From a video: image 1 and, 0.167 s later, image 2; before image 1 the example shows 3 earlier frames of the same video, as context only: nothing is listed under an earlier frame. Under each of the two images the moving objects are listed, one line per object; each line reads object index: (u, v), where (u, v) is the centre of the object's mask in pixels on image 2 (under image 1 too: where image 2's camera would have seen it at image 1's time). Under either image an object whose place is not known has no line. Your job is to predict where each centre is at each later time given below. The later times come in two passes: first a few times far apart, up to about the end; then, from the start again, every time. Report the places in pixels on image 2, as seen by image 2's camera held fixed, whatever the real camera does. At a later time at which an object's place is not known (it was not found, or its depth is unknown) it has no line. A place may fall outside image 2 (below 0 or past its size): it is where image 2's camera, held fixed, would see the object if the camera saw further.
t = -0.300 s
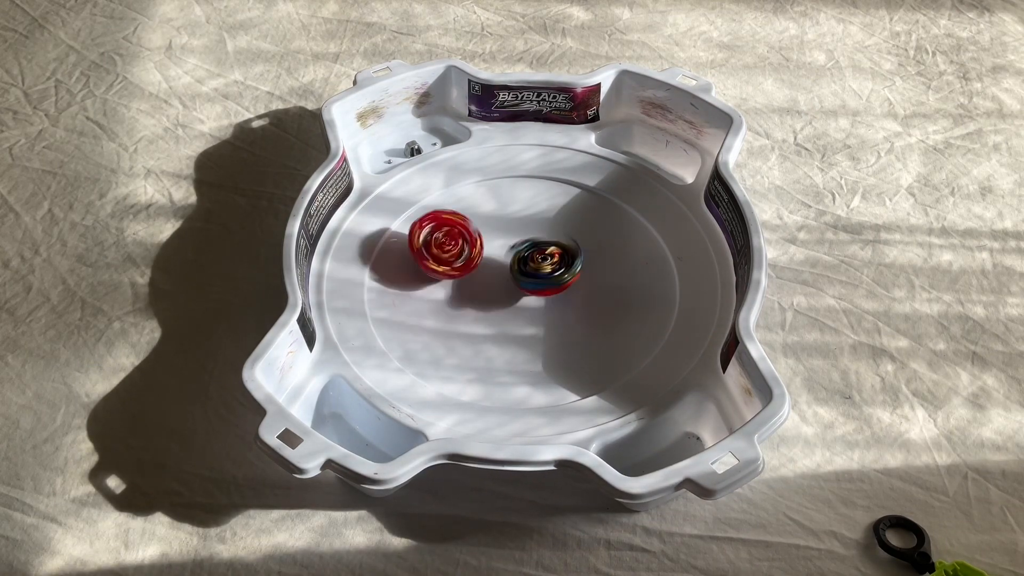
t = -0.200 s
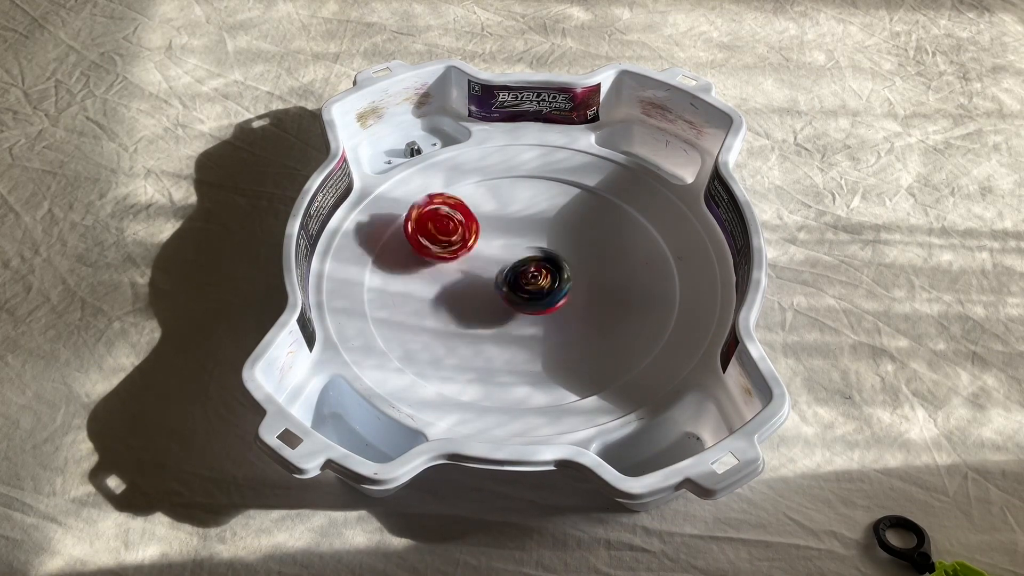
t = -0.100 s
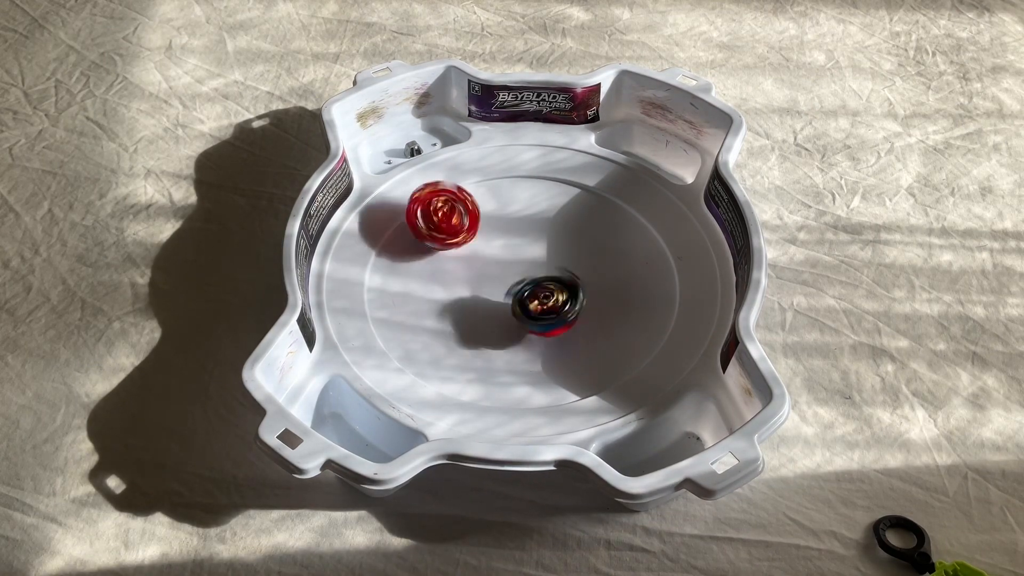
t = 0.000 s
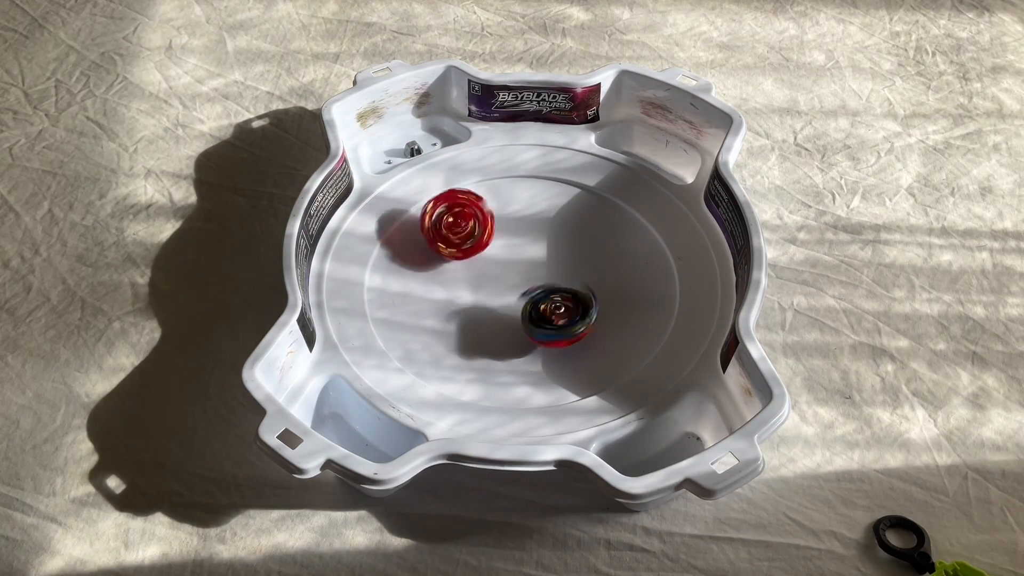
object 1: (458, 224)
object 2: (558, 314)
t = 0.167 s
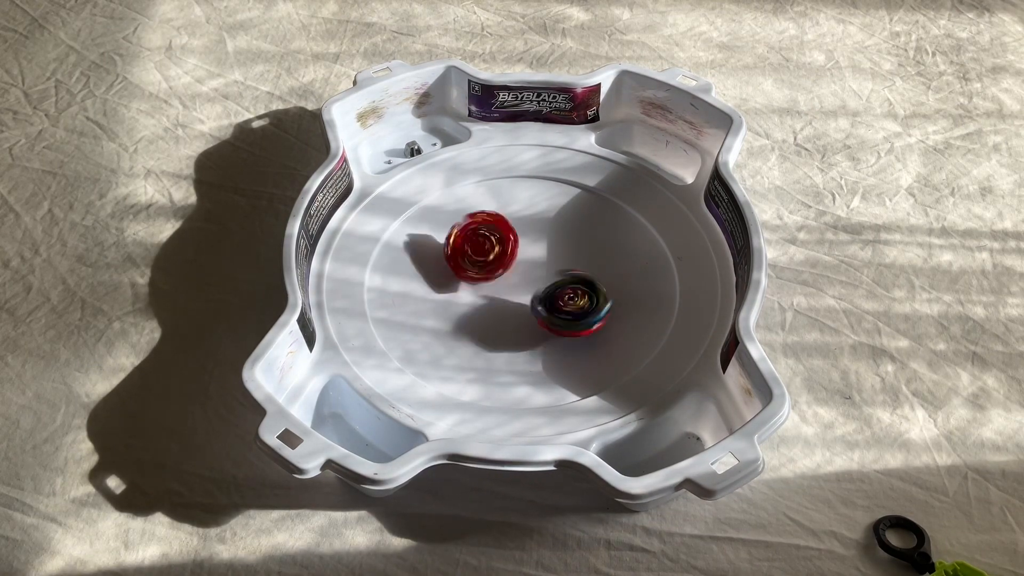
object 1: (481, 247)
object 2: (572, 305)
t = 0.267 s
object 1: (489, 252)
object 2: (563, 295)
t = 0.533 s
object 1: (458, 229)
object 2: (546, 289)
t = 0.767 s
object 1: (442, 208)
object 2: (508, 300)
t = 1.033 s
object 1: (460, 205)
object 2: (528, 301)
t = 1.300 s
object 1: (534, 219)
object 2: (505, 291)
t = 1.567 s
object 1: (610, 245)
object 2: (509, 285)
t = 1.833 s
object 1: (580, 261)
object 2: (493, 252)
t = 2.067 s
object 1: (513, 305)
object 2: (475, 248)
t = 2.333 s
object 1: (499, 325)
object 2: (506, 256)
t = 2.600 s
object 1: (496, 304)
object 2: (554, 240)
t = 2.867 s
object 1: (509, 300)
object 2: (564, 228)
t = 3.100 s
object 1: (506, 303)
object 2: (542, 254)
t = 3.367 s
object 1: (494, 308)
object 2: (533, 252)
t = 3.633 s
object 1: (485, 305)
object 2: (531, 250)
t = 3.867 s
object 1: (478, 294)
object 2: (550, 239)
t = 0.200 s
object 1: (487, 251)
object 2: (568, 300)
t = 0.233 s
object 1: (491, 257)
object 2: (561, 294)
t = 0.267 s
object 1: (489, 252)
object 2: (563, 295)
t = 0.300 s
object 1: (477, 244)
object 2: (566, 297)
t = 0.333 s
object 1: (473, 235)
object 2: (567, 298)
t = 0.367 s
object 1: (468, 231)
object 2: (566, 298)
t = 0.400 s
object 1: (467, 228)
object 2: (565, 297)
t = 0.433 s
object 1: (465, 227)
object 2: (562, 296)
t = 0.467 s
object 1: (463, 228)
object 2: (559, 294)
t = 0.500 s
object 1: (460, 228)
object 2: (553, 291)
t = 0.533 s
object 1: (458, 229)
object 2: (546, 289)
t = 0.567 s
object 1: (455, 229)
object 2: (538, 286)
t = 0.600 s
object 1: (455, 230)
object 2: (530, 285)
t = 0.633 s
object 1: (453, 231)
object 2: (522, 284)
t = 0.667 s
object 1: (455, 233)
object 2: (514, 283)
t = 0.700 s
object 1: (451, 228)
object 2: (509, 287)
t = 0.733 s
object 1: (445, 216)
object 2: (509, 295)
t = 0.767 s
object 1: (442, 208)
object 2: (508, 300)
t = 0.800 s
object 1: (439, 201)
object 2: (509, 306)
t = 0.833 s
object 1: (440, 197)
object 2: (510, 309)
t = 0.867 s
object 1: (444, 196)
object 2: (512, 312)
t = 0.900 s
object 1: (446, 196)
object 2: (516, 314)
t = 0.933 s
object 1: (449, 197)
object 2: (520, 313)
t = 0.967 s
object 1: (452, 199)
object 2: (524, 311)
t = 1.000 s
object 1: (456, 201)
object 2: (527, 306)
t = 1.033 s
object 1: (460, 205)
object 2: (528, 301)
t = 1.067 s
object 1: (464, 208)
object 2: (528, 295)
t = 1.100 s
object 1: (468, 214)
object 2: (526, 290)
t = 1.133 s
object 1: (474, 220)
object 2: (523, 284)
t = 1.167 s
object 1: (482, 227)
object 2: (519, 278)
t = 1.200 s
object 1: (492, 224)
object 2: (516, 283)
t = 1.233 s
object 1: (506, 218)
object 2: (511, 286)
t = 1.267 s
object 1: (520, 217)
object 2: (508, 289)
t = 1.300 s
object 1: (534, 219)
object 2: (505, 291)
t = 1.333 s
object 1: (547, 221)
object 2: (503, 292)
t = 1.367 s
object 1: (561, 224)
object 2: (502, 295)
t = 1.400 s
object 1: (573, 228)
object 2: (502, 296)
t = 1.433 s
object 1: (585, 232)
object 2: (503, 296)
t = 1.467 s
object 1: (594, 235)
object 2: (505, 295)
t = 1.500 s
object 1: (603, 239)
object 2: (507, 292)
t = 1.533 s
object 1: (608, 242)
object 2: (508, 289)
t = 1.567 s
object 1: (610, 245)
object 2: (509, 285)
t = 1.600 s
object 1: (612, 247)
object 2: (508, 281)
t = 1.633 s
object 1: (610, 249)
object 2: (507, 276)
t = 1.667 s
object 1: (607, 249)
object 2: (506, 272)
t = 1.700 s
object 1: (603, 250)
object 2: (505, 268)
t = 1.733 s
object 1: (600, 252)
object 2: (503, 263)
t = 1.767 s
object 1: (595, 254)
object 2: (500, 259)
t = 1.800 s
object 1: (588, 257)
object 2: (497, 255)
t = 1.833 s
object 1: (580, 261)
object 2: (493, 252)
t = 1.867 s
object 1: (571, 266)
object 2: (490, 250)
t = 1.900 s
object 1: (561, 271)
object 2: (486, 248)
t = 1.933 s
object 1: (551, 277)
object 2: (482, 246)
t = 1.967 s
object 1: (540, 284)
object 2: (479, 245)
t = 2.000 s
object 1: (529, 290)
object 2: (476, 246)
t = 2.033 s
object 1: (520, 297)
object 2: (475, 248)
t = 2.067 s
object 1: (513, 305)
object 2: (475, 248)
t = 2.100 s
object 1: (506, 313)
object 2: (475, 249)
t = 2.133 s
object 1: (502, 318)
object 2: (476, 250)
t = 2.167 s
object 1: (498, 322)
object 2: (479, 252)
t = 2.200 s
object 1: (497, 325)
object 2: (483, 254)
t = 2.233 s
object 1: (496, 327)
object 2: (488, 256)
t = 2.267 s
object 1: (496, 327)
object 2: (494, 256)
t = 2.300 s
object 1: (497, 326)
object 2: (500, 257)
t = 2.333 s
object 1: (499, 325)
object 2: (506, 256)
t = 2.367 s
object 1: (502, 323)
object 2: (513, 255)
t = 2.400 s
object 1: (506, 319)
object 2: (519, 254)
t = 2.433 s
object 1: (509, 315)
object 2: (525, 253)
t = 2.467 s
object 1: (511, 311)
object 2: (530, 252)
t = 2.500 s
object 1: (510, 309)
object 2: (536, 250)
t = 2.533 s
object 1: (504, 308)
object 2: (544, 245)
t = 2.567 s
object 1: (500, 306)
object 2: (550, 242)
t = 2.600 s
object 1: (496, 304)
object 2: (554, 240)
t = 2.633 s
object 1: (493, 302)
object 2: (557, 237)
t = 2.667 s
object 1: (491, 301)
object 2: (560, 235)
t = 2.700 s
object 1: (492, 301)
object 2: (563, 232)
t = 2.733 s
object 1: (494, 300)
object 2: (565, 231)
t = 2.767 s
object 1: (497, 300)
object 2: (567, 229)
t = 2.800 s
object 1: (501, 300)
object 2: (568, 228)
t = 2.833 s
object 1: (505, 300)
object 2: (566, 227)
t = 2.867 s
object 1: (509, 300)
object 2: (564, 228)
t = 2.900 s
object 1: (513, 302)
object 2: (560, 230)
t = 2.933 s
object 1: (514, 303)
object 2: (556, 234)
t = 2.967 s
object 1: (515, 304)
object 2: (553, 238)
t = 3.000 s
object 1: (515, 304)
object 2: (550, 242)
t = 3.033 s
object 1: (515, 303)
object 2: (545, 247)
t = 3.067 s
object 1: (511, 303)
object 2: (544, 251)
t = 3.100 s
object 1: (506, 303)
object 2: (542, 254)
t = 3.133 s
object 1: (500, 304)
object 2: (542, 255)
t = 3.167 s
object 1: (496, 304)
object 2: (541, 255)
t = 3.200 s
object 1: (494, 304)
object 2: (541, 256)
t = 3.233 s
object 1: (492, 305)
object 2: (540, 255)
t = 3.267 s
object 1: (491, 306)
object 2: (540, 254)
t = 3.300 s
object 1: (491, 307)
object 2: (538, 252)
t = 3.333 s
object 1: (492, 308)
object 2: (536, 252)
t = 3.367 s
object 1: (494, 308)
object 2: (533, 252)
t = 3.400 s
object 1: (495, 308)
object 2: (530, 253)
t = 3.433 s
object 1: (494, 308)
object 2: (528, 254)
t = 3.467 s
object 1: (491, 308)
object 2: (528, 254)
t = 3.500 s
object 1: (488, 306)
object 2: (528, 254)
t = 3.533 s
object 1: (486, 306)
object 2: (529, 253)
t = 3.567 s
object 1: (484, 305)
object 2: (529, 252)
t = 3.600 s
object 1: (485, 305)
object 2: (530, 251)
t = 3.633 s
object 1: (485, 305)
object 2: (531, 250)
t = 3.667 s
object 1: (486, 303)
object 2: (531, 250)
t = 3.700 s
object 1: (483, 302)
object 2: (534, 249)
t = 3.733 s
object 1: (475, 304)
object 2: (539, 246)
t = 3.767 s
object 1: (471, 306)
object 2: (542, 244)
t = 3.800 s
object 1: (472, 304)
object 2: (544, 242)
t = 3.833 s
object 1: (475, 300)
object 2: (547, 240)
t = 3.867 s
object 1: (478, 294)
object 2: (550, 239)
